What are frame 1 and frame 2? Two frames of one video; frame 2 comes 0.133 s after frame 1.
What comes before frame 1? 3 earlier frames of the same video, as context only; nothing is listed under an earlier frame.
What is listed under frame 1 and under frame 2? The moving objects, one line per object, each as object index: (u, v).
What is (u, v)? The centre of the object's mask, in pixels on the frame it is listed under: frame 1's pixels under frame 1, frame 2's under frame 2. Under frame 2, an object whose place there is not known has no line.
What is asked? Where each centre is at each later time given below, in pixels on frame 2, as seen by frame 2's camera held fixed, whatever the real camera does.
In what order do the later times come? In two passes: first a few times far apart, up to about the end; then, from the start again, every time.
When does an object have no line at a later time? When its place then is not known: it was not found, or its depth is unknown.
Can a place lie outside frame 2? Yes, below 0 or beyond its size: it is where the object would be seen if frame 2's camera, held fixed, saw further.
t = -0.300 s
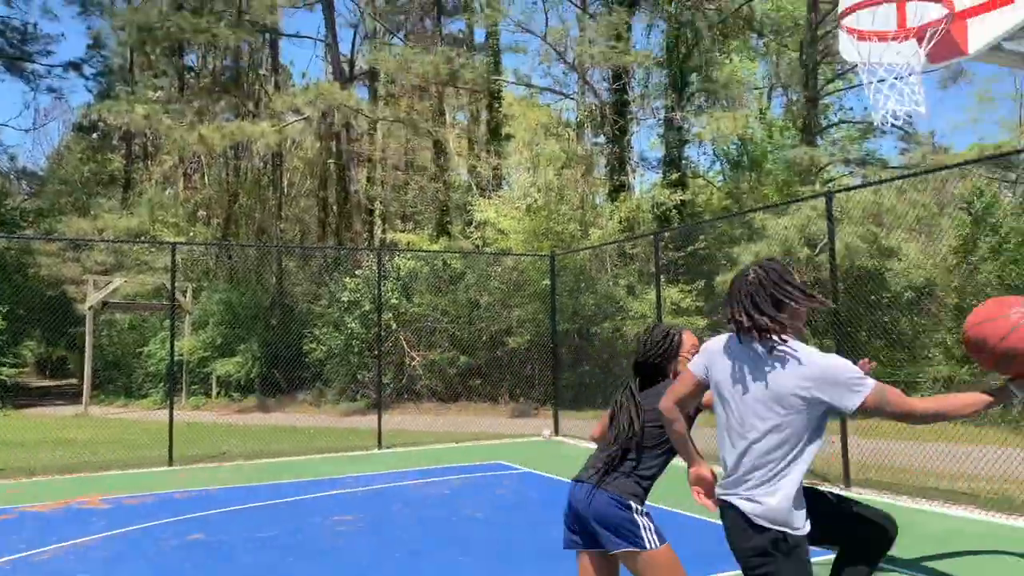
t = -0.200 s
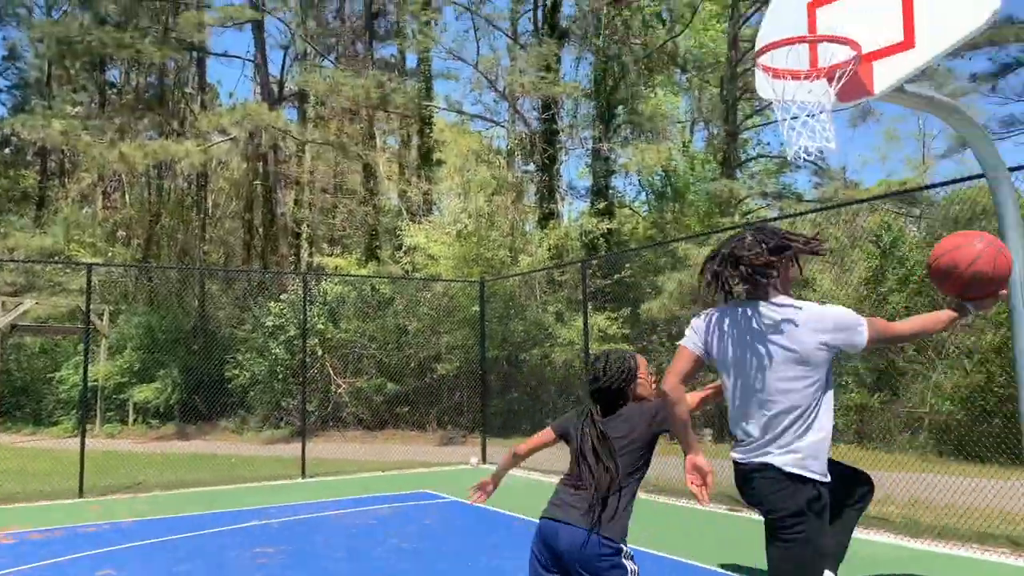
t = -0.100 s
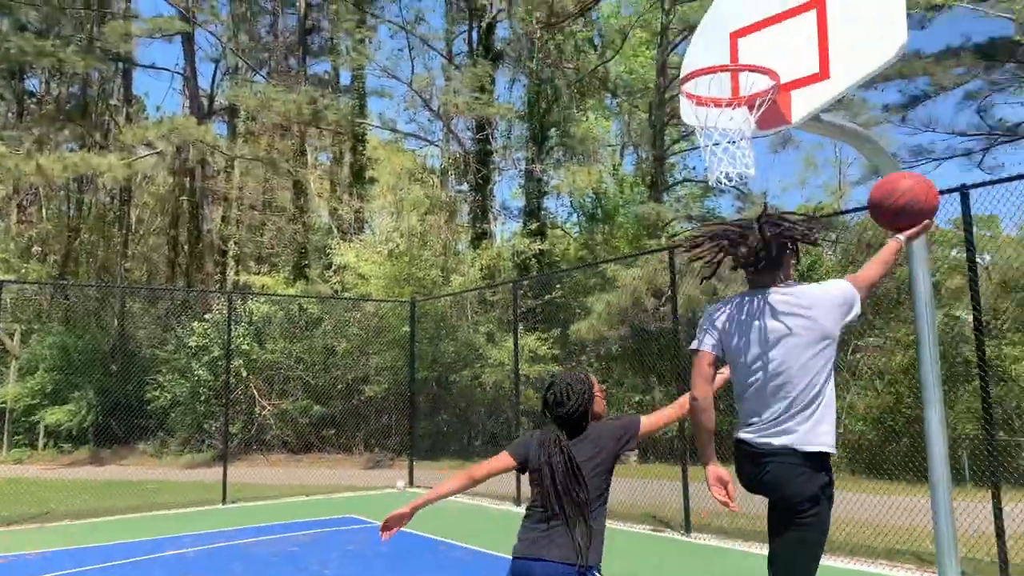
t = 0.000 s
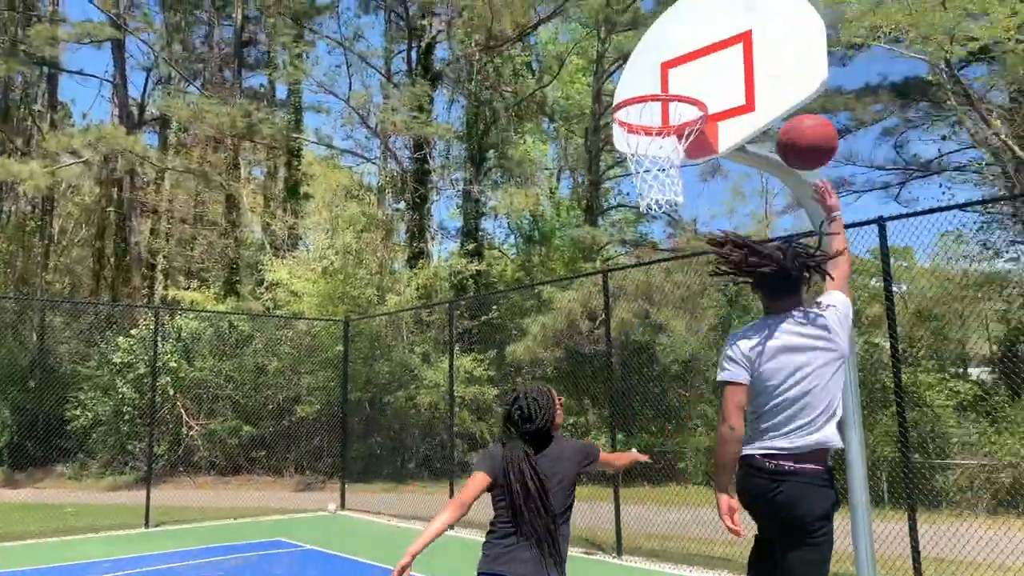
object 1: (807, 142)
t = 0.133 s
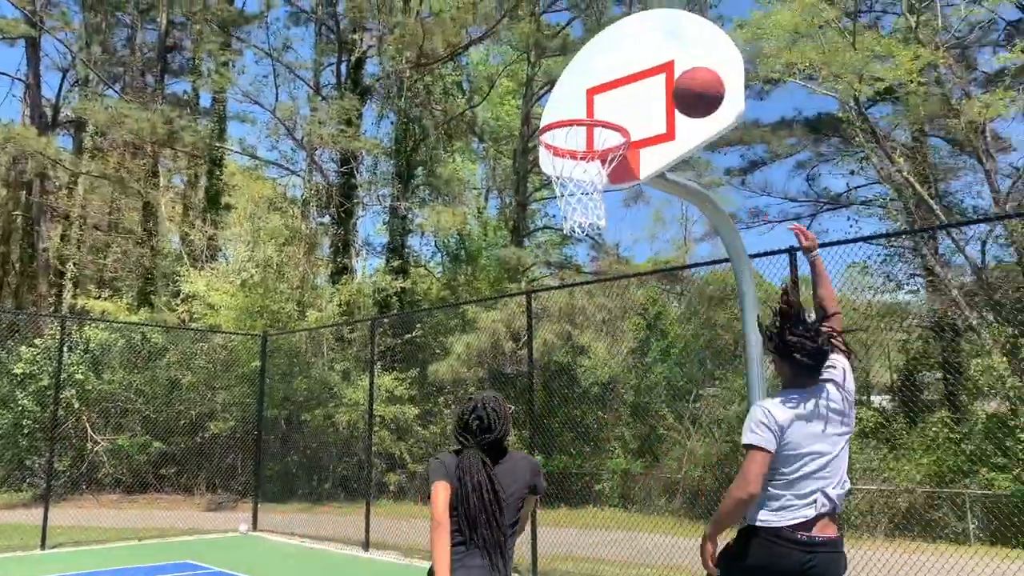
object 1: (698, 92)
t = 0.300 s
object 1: (675, 56)
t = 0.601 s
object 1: (635, 95)
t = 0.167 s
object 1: (693, 80)
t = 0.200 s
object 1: (688, 70)
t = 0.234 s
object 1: (683, 63)
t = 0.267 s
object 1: (679, 59)
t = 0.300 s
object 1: (675, 56)
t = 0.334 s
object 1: (671, 56)
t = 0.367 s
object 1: (668, 57)
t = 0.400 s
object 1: (664, 60)
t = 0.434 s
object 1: (661, 65)
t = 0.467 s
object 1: (658, 72)
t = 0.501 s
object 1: (656, 80)
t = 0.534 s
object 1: (649, 85)
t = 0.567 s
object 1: (642, 89)
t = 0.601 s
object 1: (635, 95)
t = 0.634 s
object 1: (627, 103)
